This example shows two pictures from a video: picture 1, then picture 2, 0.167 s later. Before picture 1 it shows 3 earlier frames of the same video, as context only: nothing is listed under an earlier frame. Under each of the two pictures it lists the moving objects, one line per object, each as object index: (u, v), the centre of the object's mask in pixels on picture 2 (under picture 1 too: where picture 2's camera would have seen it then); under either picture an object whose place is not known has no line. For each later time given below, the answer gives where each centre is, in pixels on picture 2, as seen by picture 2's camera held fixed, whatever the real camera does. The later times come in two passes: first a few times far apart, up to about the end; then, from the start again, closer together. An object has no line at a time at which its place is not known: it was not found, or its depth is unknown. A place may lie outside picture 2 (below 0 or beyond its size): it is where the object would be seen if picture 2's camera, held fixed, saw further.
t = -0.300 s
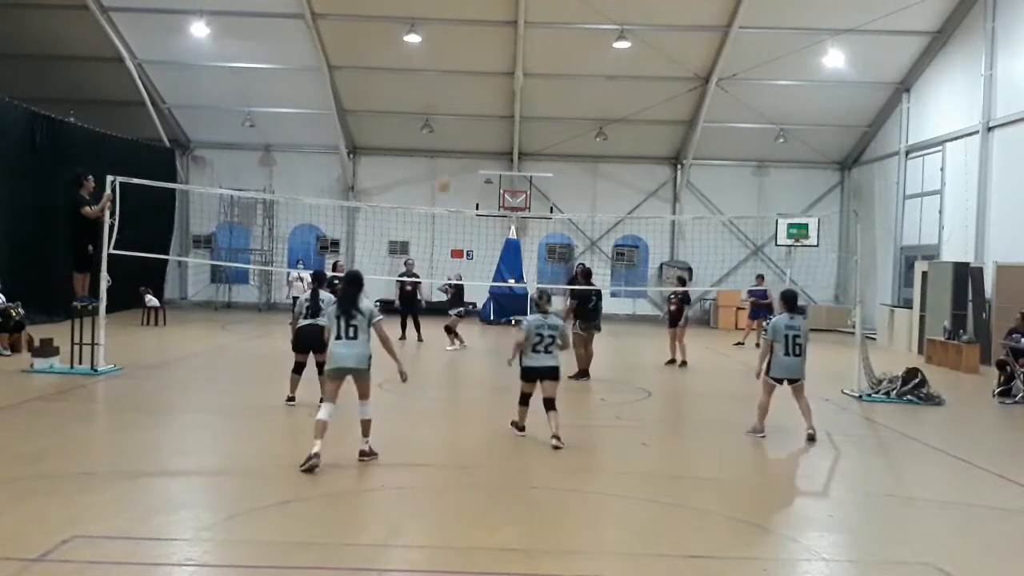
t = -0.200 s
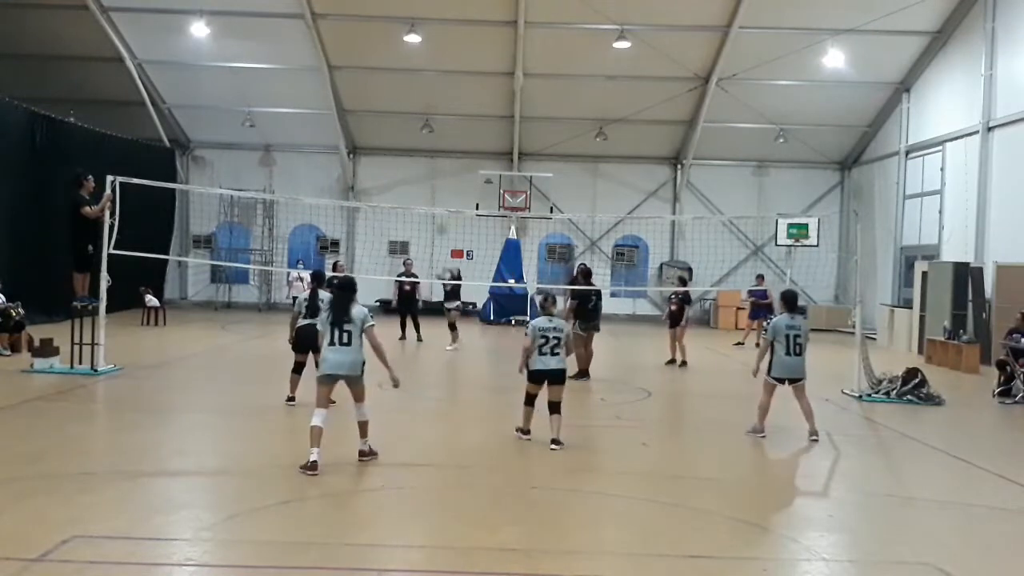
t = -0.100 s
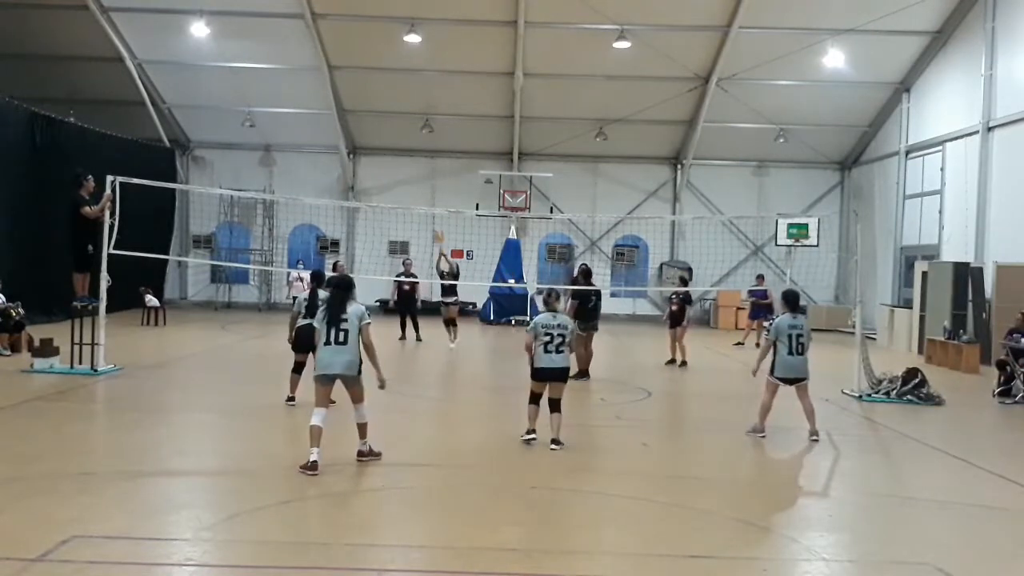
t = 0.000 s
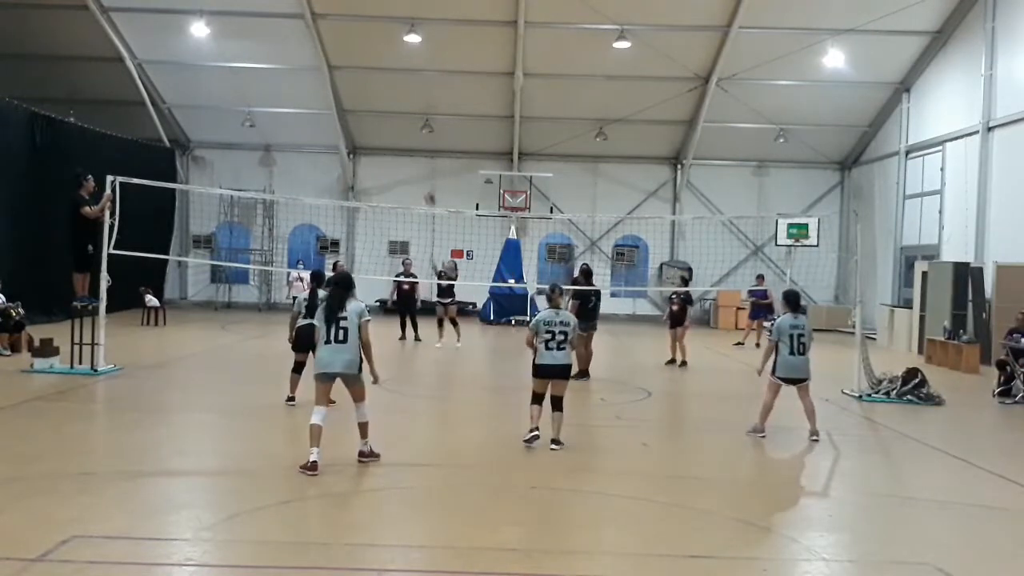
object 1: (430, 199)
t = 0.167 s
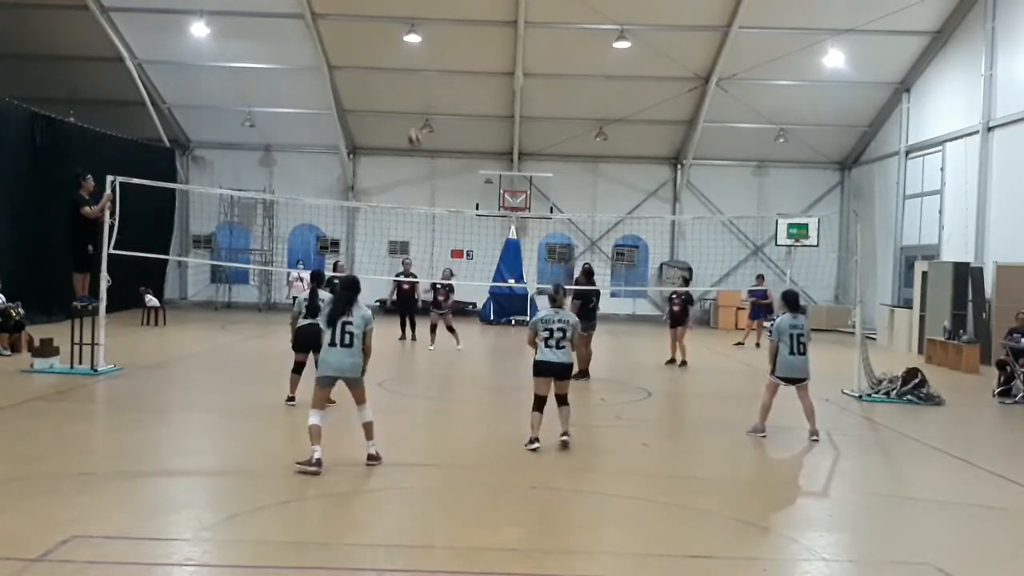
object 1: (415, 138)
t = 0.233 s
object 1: (406, 118)
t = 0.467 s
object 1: (373, 53)
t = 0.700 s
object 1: (333, 21)
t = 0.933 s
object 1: (281, 42)
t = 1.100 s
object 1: (237, 106)
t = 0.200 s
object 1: (410, 128)
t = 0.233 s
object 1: (406, 118)
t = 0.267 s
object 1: (402, 106)
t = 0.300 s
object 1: (397, 95)
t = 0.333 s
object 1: (392, 86)
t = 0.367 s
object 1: (388, 78)
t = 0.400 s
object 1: (383, 70)
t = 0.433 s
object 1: (379, 61)
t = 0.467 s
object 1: (373, 53)
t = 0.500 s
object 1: (368, 48)
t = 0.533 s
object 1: (362, 40)
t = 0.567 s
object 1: (356, 35)
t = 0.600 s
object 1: (350, 30)
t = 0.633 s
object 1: (345, 26)
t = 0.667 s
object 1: (339, 24)
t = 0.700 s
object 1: (333, 21)
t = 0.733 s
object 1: (326, 21)
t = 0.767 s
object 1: (318, 21)
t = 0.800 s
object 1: (312, 23)
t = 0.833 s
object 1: (305, 25)
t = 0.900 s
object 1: (290, 34)
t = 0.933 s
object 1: (281, 42)
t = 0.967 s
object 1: (273, 51)
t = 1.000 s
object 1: (266, 62)
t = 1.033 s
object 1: (256, 75)
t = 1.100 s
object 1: (237, 106)
